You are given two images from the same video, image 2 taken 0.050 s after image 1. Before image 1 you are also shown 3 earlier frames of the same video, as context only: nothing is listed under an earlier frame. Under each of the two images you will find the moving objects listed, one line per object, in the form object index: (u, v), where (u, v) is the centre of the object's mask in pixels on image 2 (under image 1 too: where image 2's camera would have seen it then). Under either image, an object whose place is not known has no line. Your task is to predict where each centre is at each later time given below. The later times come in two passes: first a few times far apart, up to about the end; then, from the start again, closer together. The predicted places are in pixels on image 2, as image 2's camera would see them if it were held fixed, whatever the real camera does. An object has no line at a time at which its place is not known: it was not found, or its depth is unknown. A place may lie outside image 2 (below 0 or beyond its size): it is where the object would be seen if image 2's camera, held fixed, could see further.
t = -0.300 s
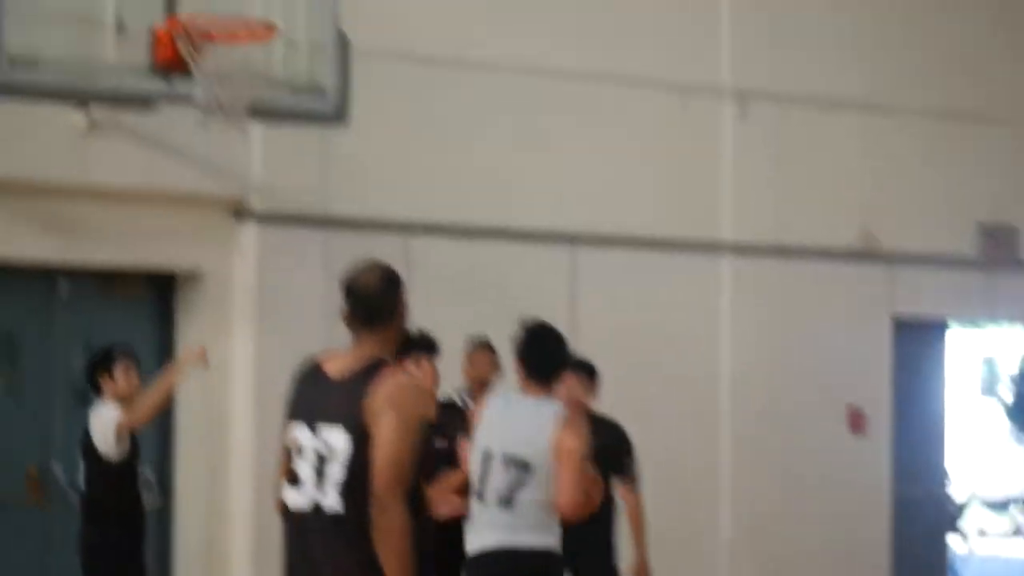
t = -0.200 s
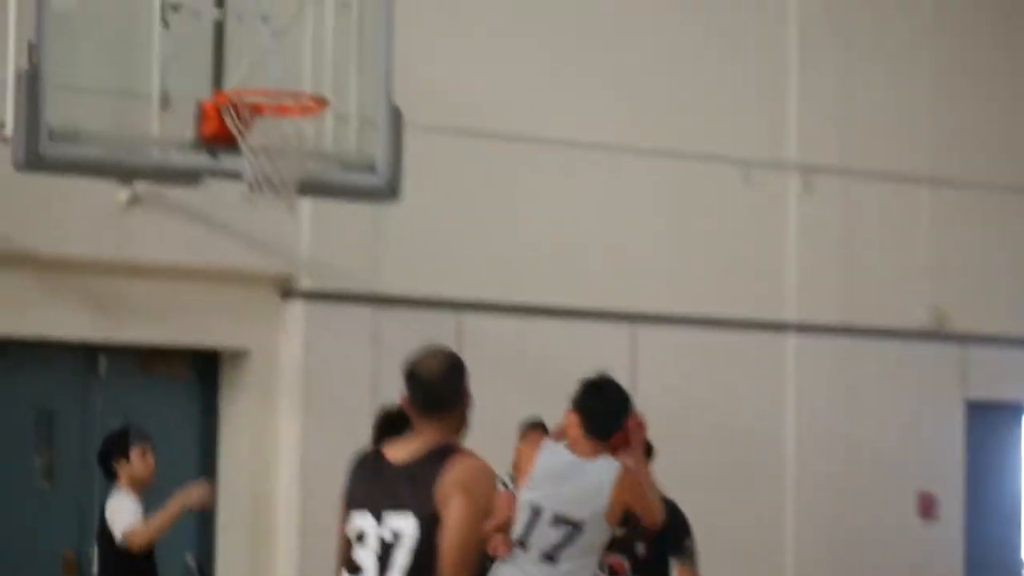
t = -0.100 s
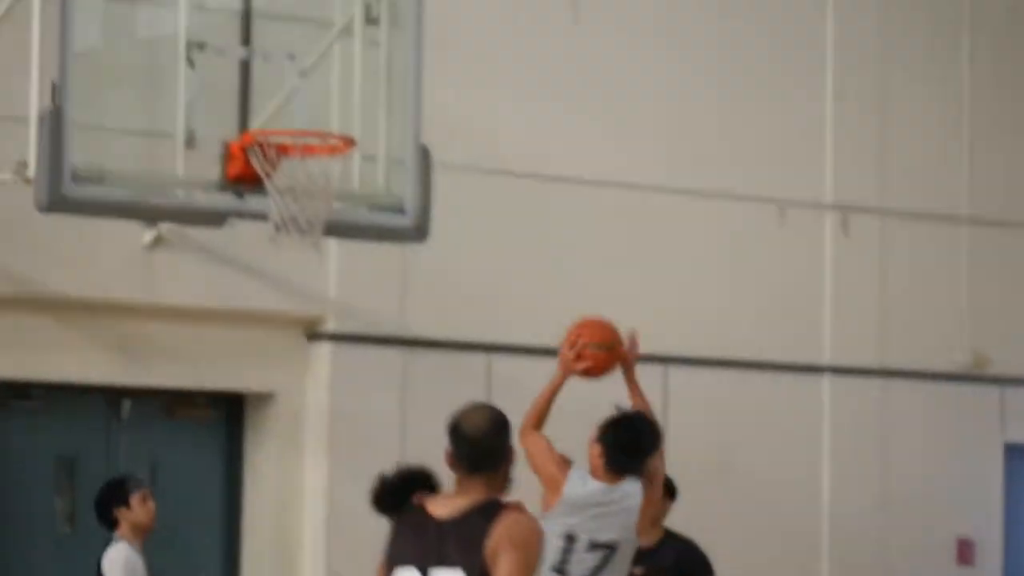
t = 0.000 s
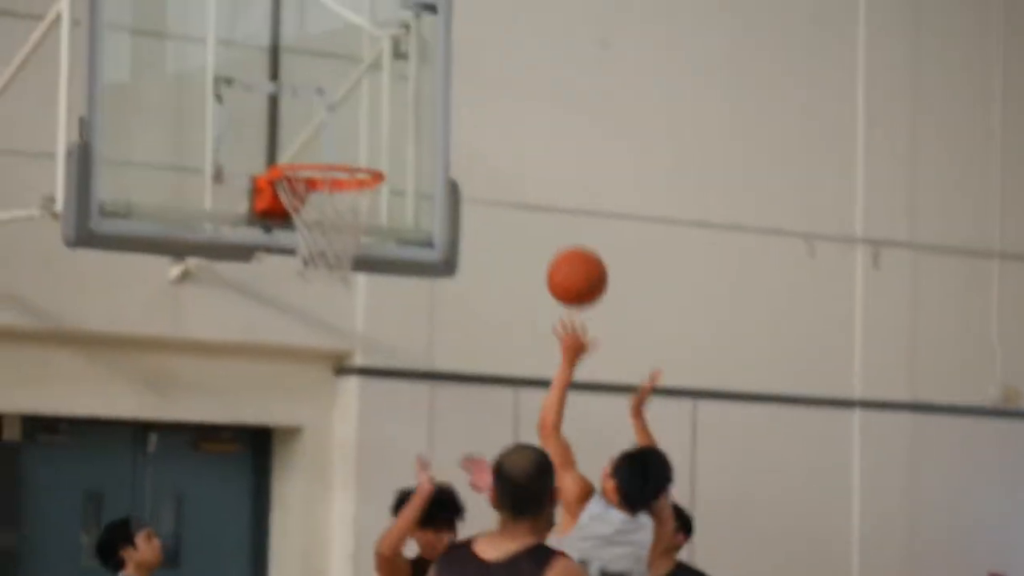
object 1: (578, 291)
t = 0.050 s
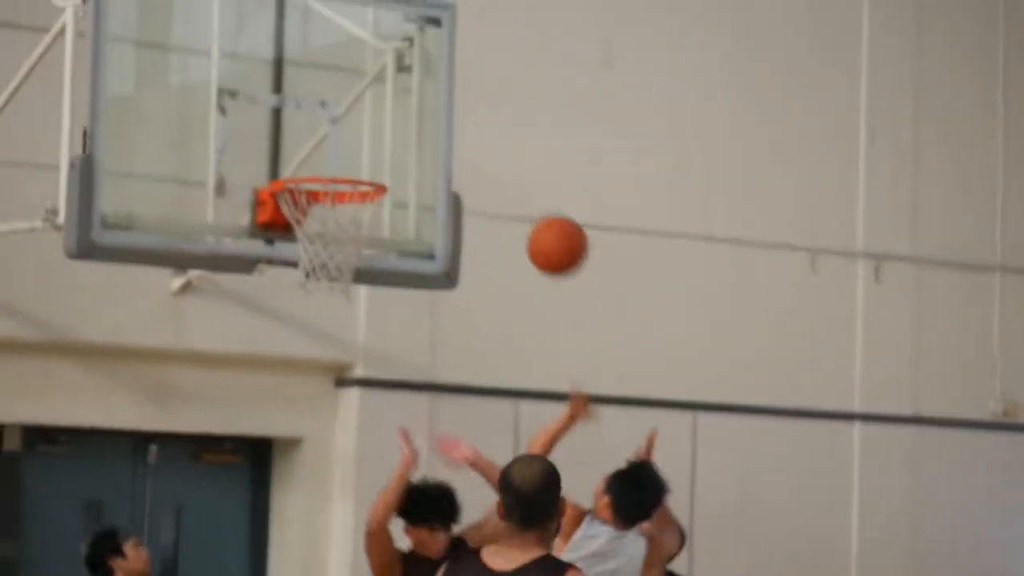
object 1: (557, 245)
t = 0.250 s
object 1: (475, 132)
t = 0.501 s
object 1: (373, 129)
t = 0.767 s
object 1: (293, 115)
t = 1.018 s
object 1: (281, 142)
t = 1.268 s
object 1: (293, 122)
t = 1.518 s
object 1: (313, 147)
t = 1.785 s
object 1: (342, 184)
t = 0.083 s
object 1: (543, 218)
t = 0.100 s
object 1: (536, 206)
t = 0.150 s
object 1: (515, 176)
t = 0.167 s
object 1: (508, 166)
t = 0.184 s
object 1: (502, 158)
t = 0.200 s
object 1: (495, 150)
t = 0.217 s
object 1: (488, 143)
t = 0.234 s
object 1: (482, 137)
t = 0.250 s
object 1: (475, 132)
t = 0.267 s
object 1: (468, 127)
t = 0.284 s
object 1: (461, 124)
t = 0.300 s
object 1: (454, 120)
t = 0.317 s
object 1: (448, 118)
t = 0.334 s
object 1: (441, 115)
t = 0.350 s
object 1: (434, 114)
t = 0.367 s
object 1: (427, 113)
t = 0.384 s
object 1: (421, 113)
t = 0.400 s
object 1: (414, 113)
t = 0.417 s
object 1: (407, 114)
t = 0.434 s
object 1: (401, 116)
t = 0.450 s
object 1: (394, 118)
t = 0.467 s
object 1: (387, 121)
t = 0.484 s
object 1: (380, 125)
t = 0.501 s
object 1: (373, 129)
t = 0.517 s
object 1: (367, 134)
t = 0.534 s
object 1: (360, 139)
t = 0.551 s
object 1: (353, 145)
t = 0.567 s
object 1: (347, 151)
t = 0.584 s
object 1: (340, 156)
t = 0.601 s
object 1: (335, 159)
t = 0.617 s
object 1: (330, 156)
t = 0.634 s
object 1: (325, 150)
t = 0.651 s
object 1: (320, 144)
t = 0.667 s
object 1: (316, 138)
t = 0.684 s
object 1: (312, 133)
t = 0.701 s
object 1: (307, 129)
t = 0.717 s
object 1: (302, 125)
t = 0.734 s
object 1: (297, 121)
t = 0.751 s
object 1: (294, 118)
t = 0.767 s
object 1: (293, 115)
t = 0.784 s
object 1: (292, 113)
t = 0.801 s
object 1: (292, 111)
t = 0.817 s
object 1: (291, 110)
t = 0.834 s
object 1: (291, 109)
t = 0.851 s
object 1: (290, 109)
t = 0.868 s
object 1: (289, 109)
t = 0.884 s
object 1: (288, 110)
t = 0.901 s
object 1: (287, 112)
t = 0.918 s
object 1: (287, 114)
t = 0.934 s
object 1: (286, 117)
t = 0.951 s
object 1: (285, 121)
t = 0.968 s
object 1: (284, 125)
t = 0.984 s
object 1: (283, 130)
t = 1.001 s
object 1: (282, 136)
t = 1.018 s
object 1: (281, 142)
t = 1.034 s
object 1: (280, 149)
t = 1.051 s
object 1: (279, 154)
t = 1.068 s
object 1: (280, 151)
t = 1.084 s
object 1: (281, 146)
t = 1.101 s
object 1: (282, 141)
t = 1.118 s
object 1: (283, 136)
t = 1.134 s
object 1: (284, 132)
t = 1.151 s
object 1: (286, 128)
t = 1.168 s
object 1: (287, 126)
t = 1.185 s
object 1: (288, 124)
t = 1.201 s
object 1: (289, 122)
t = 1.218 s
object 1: (290, 122)
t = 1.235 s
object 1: (291, 121)
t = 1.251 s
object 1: (292, 122)
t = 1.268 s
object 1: (293, 122)
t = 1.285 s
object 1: (294, 124)
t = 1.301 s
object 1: (295, 126)
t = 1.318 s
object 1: (296, 129)
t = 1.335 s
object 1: (297, 133)
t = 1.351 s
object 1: (298, 137)
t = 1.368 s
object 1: (299, 142)
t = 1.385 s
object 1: (300, 148)
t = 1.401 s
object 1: (301, 152)
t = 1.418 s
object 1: (302, 151)
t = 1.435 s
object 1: (304, 148)
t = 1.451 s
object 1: (306, 147)
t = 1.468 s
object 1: (308, 146)
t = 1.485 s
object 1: (310, 145)
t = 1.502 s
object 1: (311, 146)
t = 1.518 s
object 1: (313, 147)
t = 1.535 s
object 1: (315, 148)
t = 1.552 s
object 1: (317, 150)
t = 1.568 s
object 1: (318, 152)
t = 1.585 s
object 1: (320, 154)
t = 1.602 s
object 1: (322, 154)
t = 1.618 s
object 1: (324, 155)
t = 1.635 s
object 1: (326, 155)
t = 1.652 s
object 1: (328, 156)
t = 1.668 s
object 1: (330, 157)
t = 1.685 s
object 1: (332, 159)
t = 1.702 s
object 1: (334, 161)
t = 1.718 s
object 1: (336, 162)
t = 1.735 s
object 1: (338, 163)
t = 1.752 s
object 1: (339, 165)
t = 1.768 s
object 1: (341, 167)
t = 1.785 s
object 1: (342, 184)
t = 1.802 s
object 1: (343, 189)
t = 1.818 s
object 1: (344, 195)
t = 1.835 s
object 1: (346, 202)
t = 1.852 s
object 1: (347, 209)
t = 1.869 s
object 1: (349, 215)
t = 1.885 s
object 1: (350, 222)
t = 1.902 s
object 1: (351, 231)
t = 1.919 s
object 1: (352, 237)
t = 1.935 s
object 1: (352, 244)
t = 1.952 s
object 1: (351, 250)
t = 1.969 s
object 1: (351, 254)
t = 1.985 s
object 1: (351, 258)
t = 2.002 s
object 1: (350, 262)
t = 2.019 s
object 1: (348, 267)
